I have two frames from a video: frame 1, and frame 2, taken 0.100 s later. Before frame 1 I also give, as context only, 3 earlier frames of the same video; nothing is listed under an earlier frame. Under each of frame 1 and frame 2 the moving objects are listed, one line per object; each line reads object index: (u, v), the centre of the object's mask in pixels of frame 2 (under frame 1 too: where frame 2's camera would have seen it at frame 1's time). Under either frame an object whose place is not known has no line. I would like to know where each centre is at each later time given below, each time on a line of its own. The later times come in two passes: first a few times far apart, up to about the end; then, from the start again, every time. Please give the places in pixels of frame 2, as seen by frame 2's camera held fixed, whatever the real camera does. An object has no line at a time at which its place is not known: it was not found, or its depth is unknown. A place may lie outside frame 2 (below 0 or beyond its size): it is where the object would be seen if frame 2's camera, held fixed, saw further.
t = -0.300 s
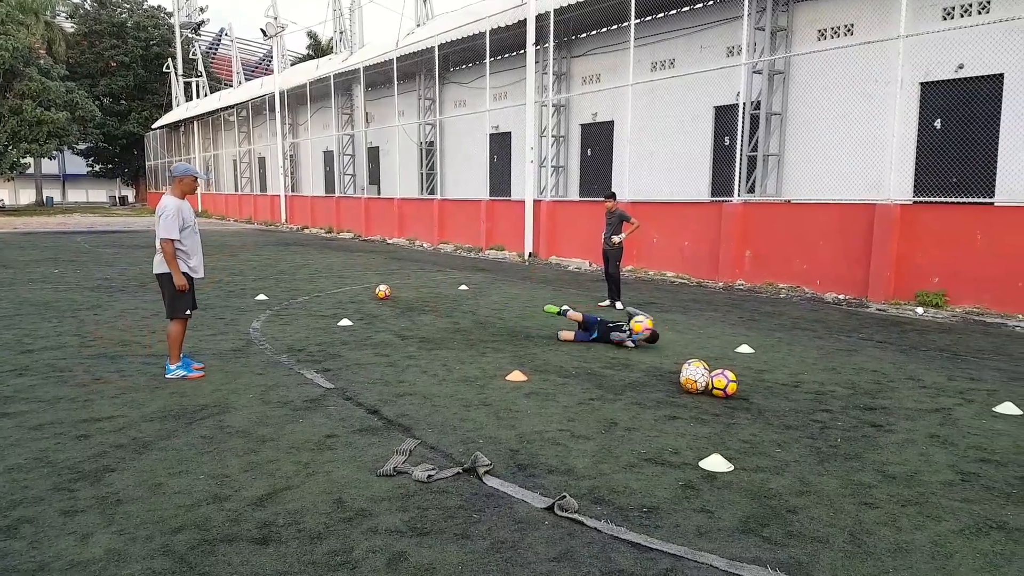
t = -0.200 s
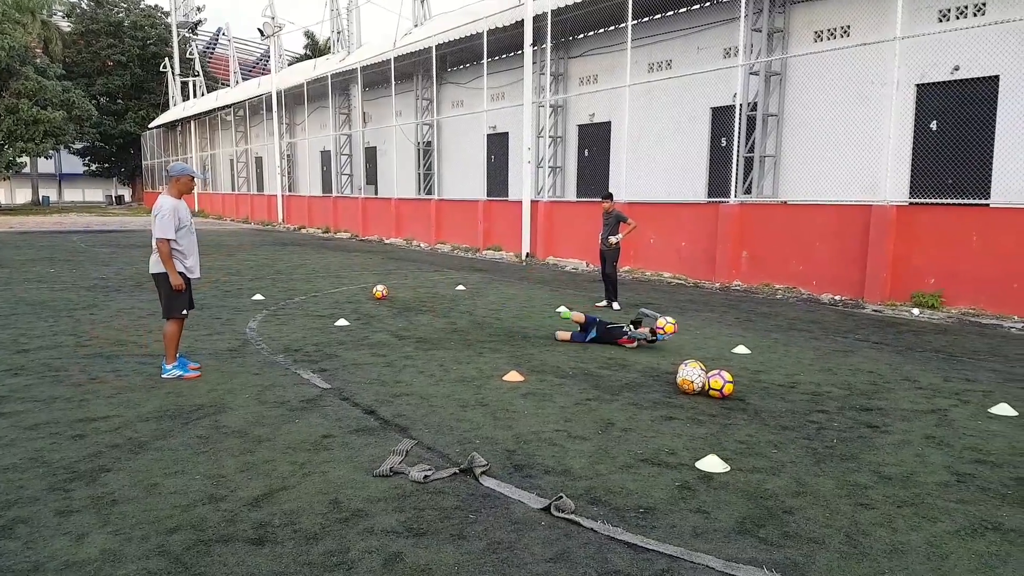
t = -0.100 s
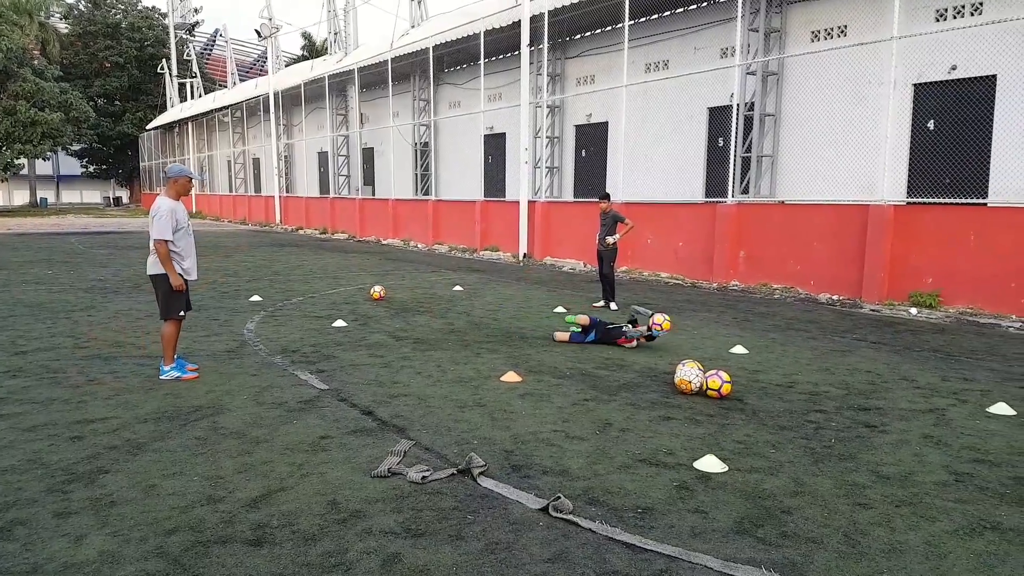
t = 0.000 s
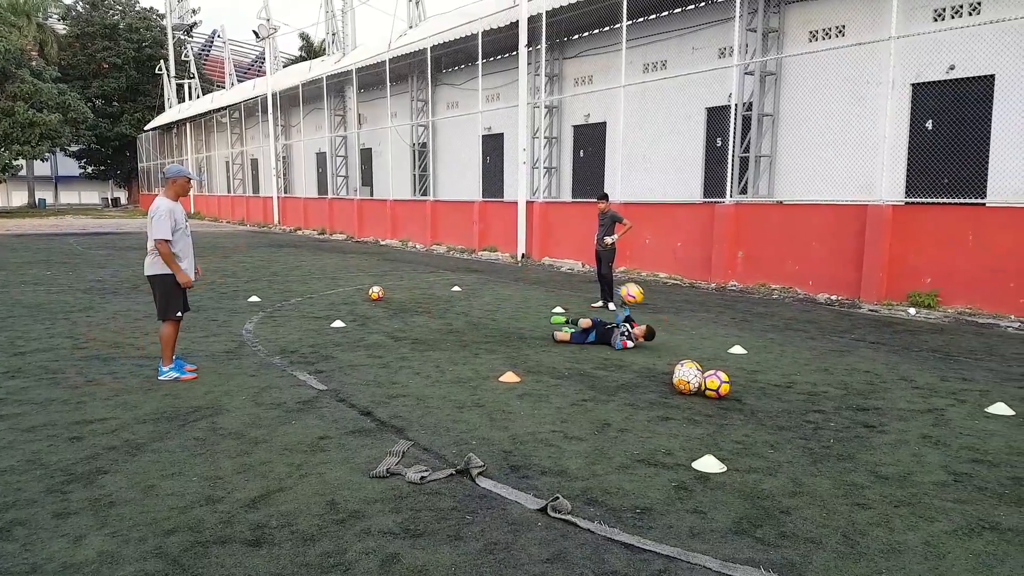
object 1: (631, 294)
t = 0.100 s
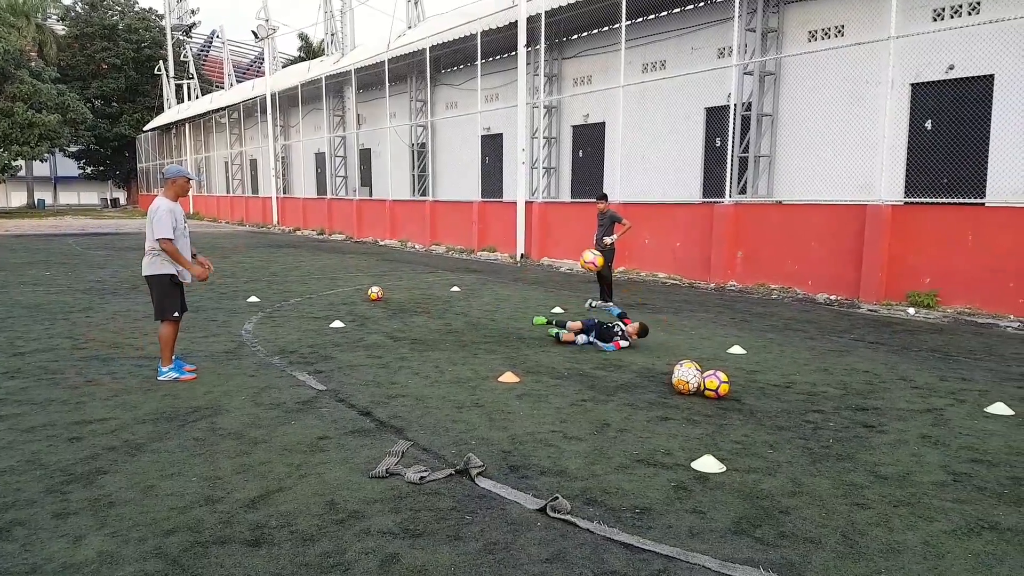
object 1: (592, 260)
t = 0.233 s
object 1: (535, 227)
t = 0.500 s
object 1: (410, 213)
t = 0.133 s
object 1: (578, 251)
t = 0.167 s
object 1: (564, 242)
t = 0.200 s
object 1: (550, 234)
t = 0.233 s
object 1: (535, 227)
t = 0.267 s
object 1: (520, 222)
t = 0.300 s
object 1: (505, 217)
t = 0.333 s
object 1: (490, 213)
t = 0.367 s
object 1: (475, 211)
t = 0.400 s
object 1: (459, 210)
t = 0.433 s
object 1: (443, 210)
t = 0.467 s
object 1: (427, 211)
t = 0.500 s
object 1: (410, 213)
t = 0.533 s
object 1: (393, 217)
